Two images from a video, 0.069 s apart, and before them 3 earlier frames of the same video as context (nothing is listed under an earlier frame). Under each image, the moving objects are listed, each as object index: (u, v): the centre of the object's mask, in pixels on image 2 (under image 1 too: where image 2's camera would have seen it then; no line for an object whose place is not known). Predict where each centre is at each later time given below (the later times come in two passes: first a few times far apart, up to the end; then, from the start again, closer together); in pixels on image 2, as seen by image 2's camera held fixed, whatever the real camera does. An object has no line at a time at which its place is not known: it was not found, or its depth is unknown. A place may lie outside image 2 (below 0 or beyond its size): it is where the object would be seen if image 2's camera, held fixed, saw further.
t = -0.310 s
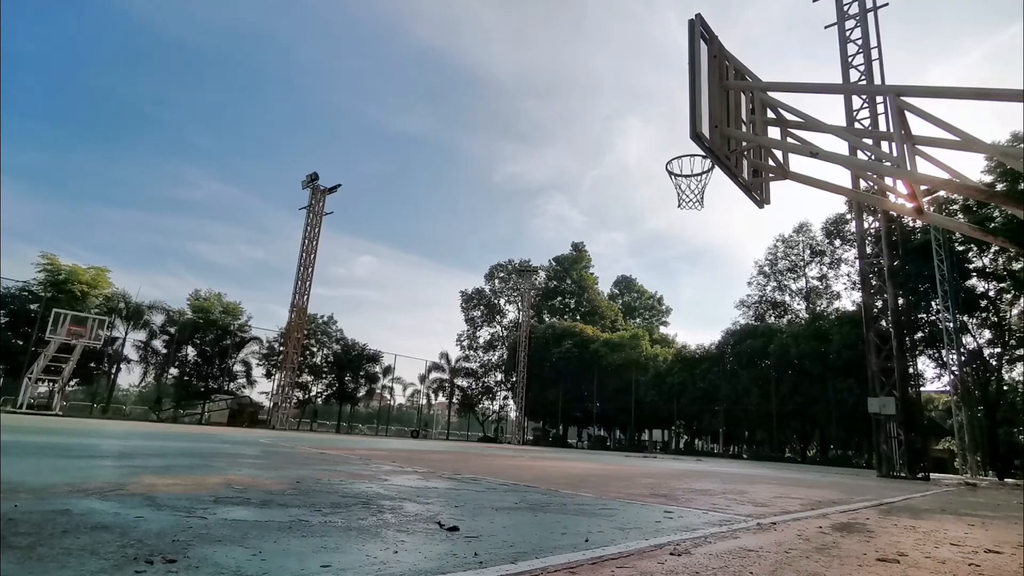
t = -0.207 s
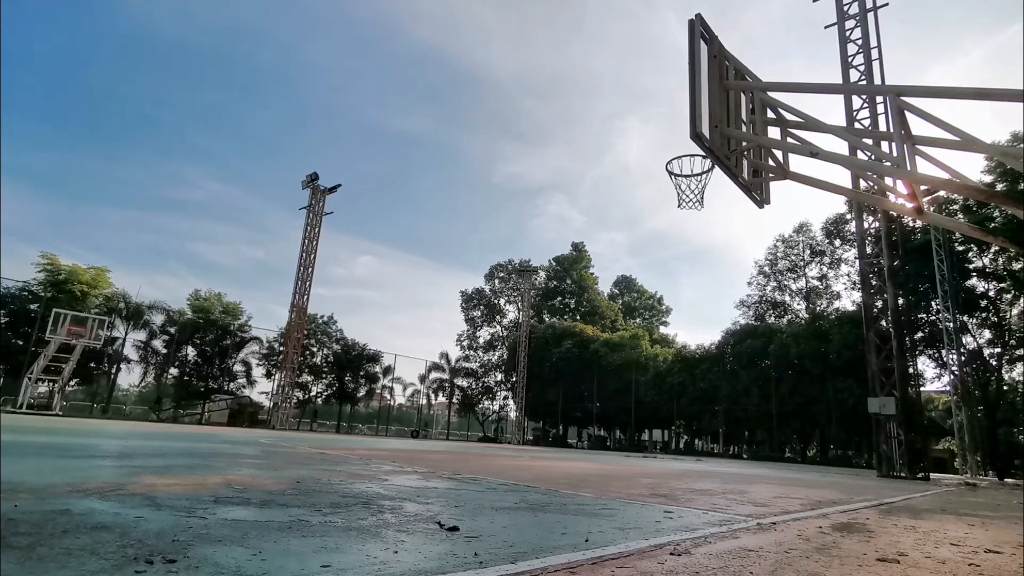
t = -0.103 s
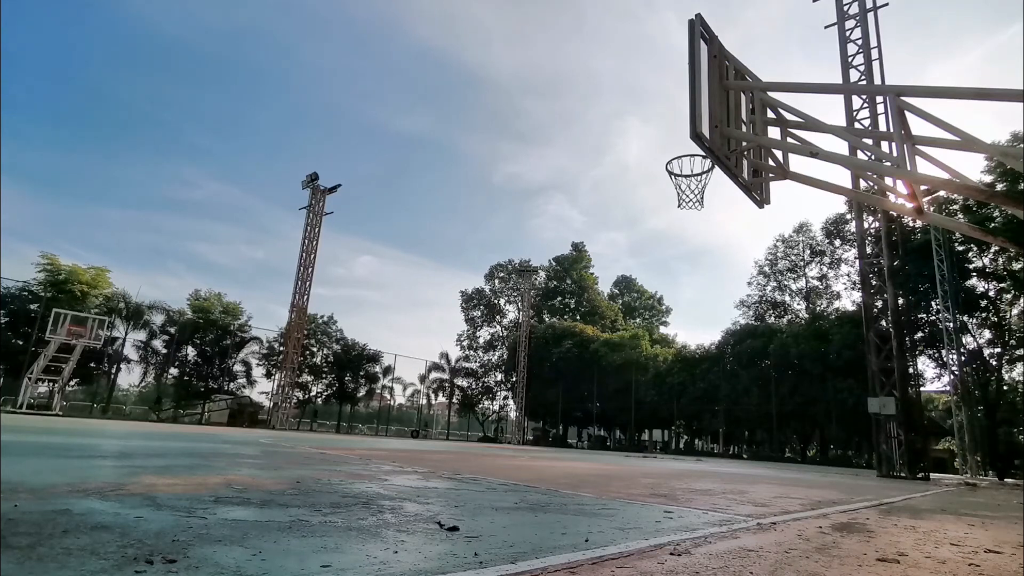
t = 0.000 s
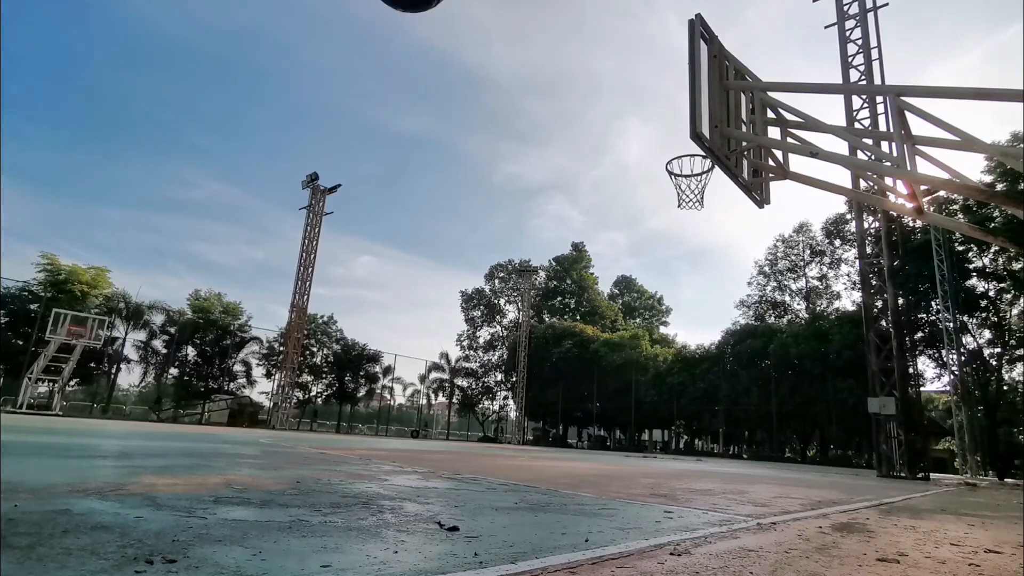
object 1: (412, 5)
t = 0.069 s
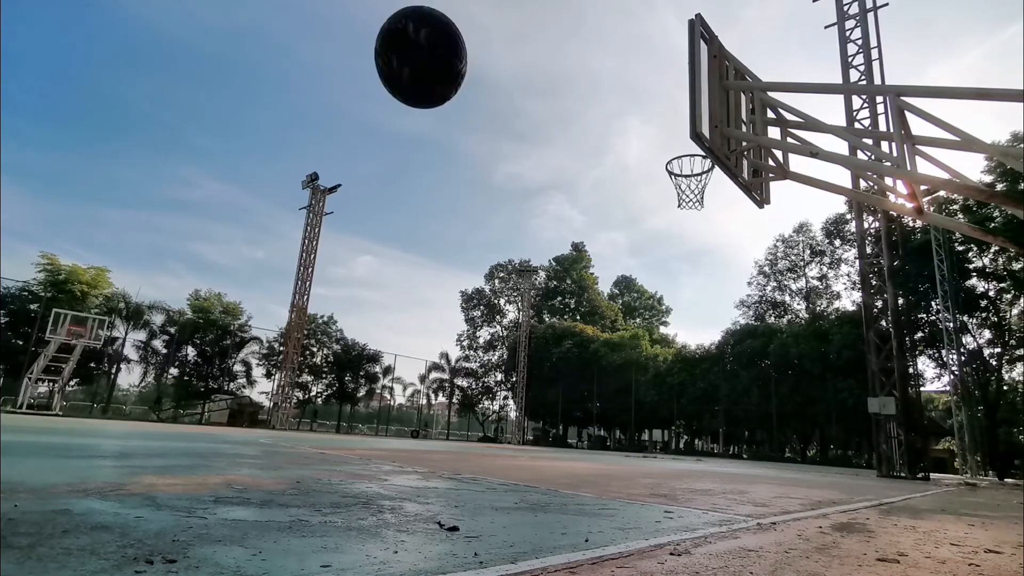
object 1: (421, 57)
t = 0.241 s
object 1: (441, 319)
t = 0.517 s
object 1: (460, 293)
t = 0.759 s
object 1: (466, 187)
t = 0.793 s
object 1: (466, 183)
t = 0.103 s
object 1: (426, 109)
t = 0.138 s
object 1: (431, 161)
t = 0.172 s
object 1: (435, 214)
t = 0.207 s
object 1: (438, 266)
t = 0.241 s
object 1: (441, 319)
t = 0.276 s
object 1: (443, 373)
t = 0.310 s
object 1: (446, 429)
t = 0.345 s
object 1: (447, 470)
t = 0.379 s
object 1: (451, 427)
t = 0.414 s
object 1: (453, 387)
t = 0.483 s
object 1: (458, 321)
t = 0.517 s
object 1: (460, 293)
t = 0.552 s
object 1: (462, 269)
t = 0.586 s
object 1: (463, 248)
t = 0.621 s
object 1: (464, 231)
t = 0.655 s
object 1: (465, 216)
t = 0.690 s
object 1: (466, 203)
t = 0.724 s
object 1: (466, 194)
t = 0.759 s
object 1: (466, 187)
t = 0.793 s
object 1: (466, 183)
